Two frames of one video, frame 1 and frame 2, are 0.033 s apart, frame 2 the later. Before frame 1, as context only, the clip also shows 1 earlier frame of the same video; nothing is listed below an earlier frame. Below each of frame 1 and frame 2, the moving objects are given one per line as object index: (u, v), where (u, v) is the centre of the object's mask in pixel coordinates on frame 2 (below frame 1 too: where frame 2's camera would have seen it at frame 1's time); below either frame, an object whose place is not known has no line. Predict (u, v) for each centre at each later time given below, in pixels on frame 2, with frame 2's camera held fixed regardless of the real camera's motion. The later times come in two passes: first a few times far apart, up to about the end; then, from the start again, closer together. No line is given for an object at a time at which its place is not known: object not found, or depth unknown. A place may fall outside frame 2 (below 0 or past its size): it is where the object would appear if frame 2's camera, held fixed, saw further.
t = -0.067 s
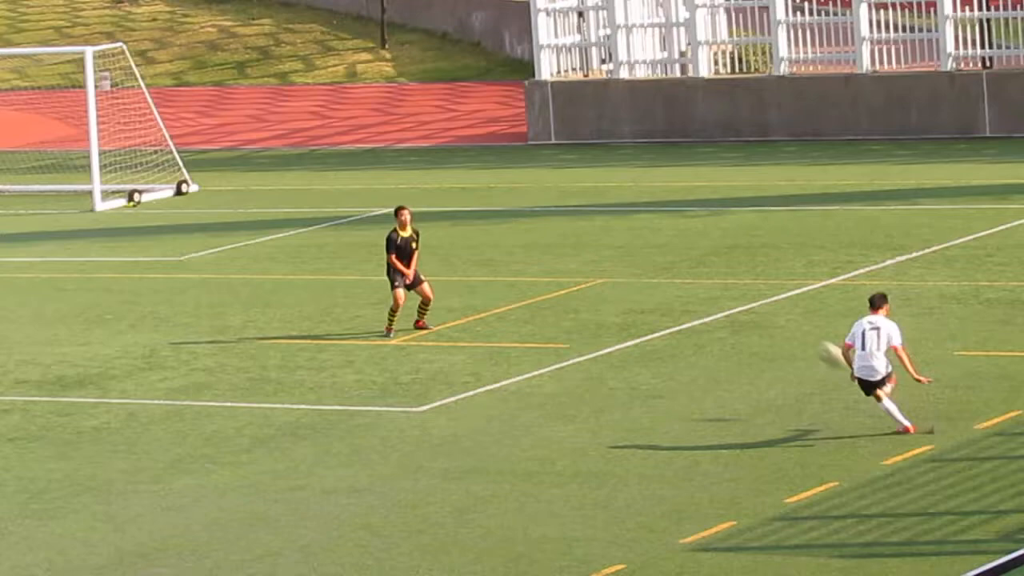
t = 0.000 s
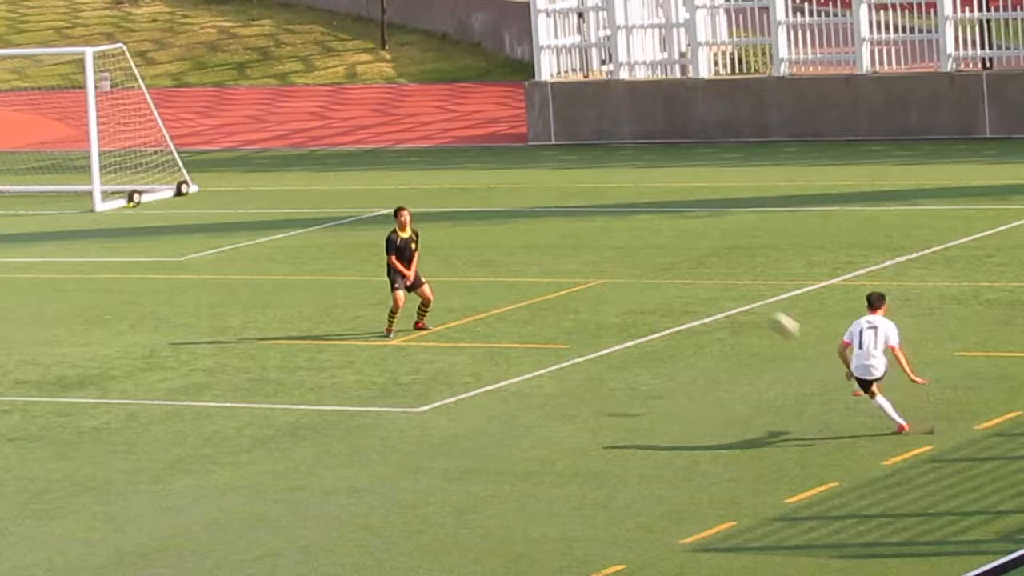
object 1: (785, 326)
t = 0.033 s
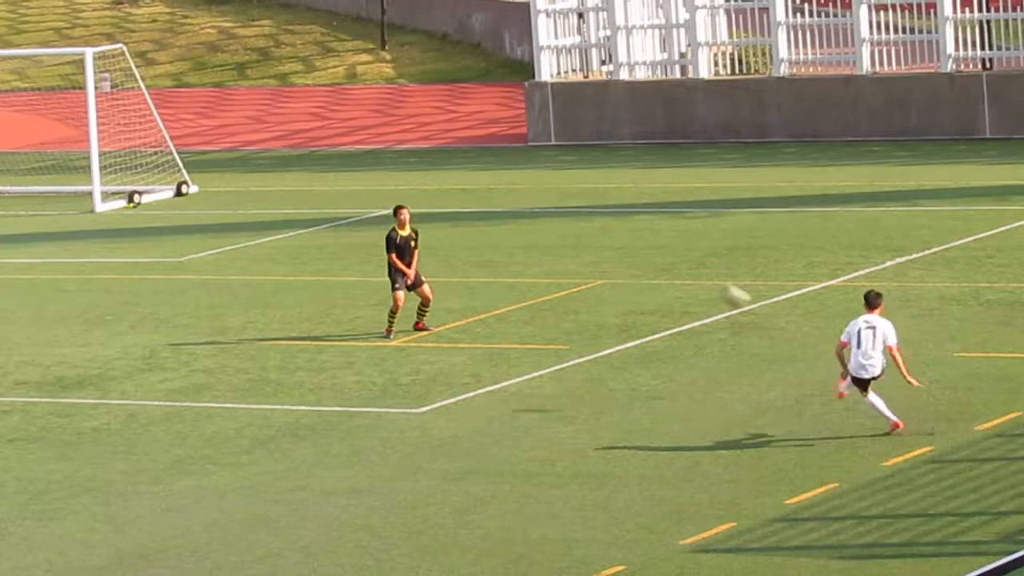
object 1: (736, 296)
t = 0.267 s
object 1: (425, 148)
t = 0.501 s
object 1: (148, 72)
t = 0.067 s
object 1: (690, 270)
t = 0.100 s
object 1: (644, 245)
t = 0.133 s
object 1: (599, 222)
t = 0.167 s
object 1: (552, 201)
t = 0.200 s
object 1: (508, 183)
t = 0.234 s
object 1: (467, 164)
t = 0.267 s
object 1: (425, 148)
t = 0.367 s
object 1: (303, 107)
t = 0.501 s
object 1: (148, 72)
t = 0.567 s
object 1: (74, 63)
